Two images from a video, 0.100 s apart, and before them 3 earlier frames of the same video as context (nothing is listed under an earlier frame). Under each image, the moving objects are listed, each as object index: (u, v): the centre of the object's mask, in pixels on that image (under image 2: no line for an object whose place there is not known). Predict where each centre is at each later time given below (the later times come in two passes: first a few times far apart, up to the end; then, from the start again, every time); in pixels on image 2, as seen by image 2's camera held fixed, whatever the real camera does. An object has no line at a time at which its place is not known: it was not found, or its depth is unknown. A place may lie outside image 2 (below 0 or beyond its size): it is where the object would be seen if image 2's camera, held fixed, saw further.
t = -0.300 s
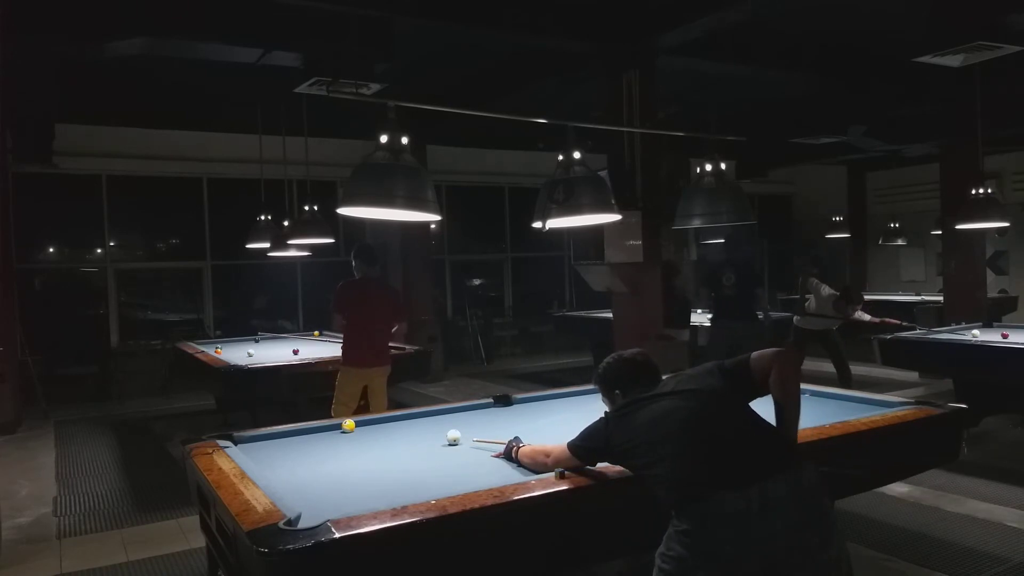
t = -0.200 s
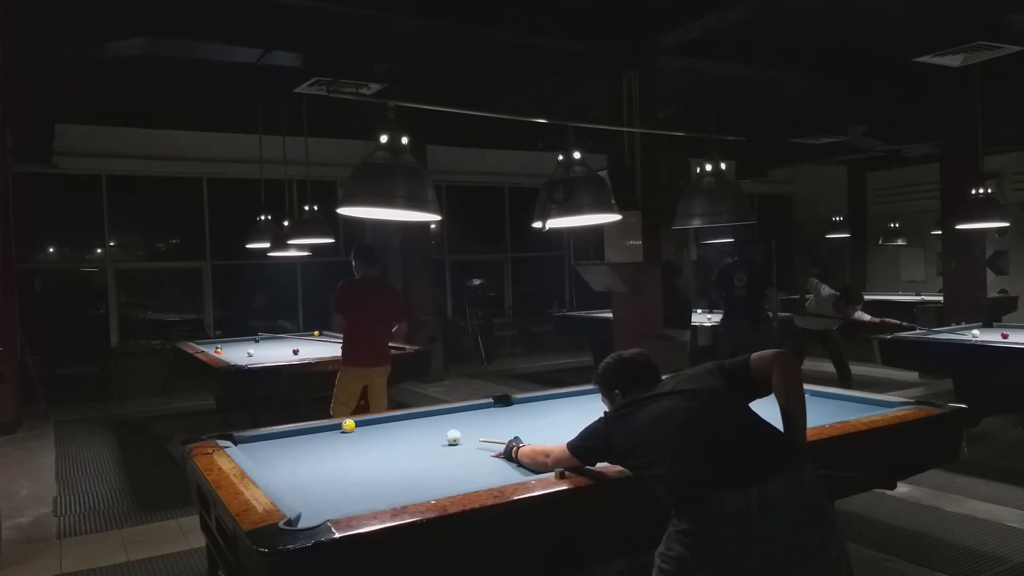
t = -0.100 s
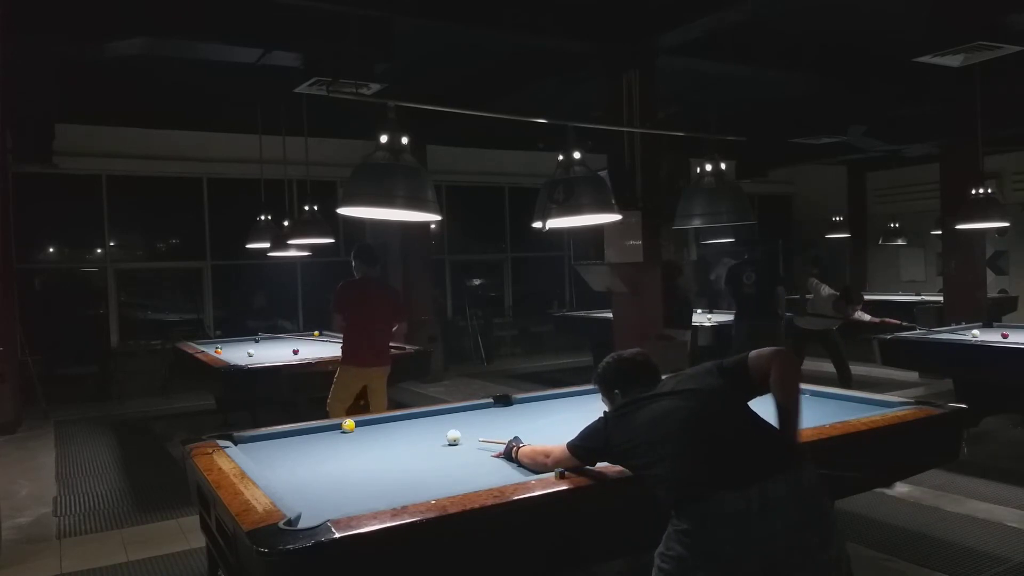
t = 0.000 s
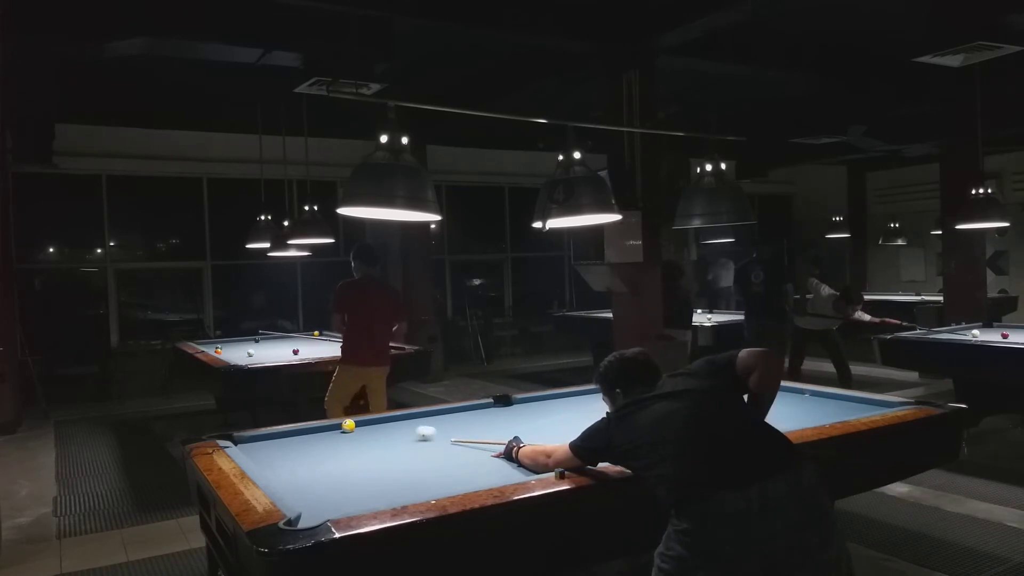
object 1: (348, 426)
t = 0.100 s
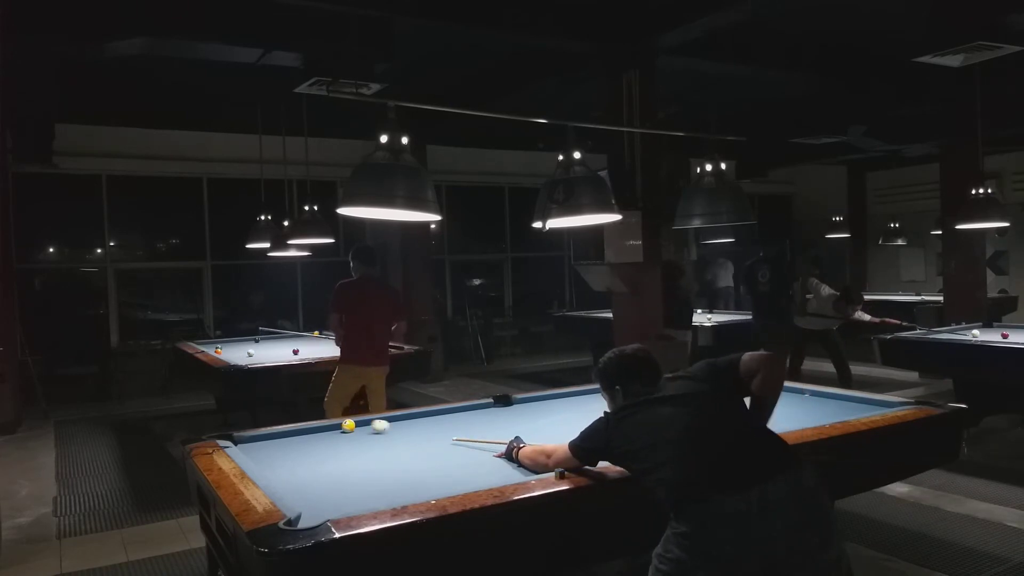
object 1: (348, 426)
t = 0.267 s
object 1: (321, 429)
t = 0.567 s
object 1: (260, 437)
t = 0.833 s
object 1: (229, 441)
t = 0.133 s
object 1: (348, 426)
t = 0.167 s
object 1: (343, 426)
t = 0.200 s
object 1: (335, 427)
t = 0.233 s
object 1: (328, 428)
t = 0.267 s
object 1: (321, 429)
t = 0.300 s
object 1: (314, 430)
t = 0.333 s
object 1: (307, 431)
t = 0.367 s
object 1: (301, 432)
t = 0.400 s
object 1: (294, 433)
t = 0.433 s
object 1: (287, 434)
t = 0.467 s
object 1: (280, 434)
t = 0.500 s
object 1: (273, 435)
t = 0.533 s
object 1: (267, 436)
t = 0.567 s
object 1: (260, 437)
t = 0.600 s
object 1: (254, 438)
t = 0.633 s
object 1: (248, 439)
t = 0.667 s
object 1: (242, 440)
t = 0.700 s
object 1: (236, 440)
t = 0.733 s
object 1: (230, 440)
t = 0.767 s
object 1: (230, 440)
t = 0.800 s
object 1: (229, 440)
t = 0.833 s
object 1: (229, 441)
